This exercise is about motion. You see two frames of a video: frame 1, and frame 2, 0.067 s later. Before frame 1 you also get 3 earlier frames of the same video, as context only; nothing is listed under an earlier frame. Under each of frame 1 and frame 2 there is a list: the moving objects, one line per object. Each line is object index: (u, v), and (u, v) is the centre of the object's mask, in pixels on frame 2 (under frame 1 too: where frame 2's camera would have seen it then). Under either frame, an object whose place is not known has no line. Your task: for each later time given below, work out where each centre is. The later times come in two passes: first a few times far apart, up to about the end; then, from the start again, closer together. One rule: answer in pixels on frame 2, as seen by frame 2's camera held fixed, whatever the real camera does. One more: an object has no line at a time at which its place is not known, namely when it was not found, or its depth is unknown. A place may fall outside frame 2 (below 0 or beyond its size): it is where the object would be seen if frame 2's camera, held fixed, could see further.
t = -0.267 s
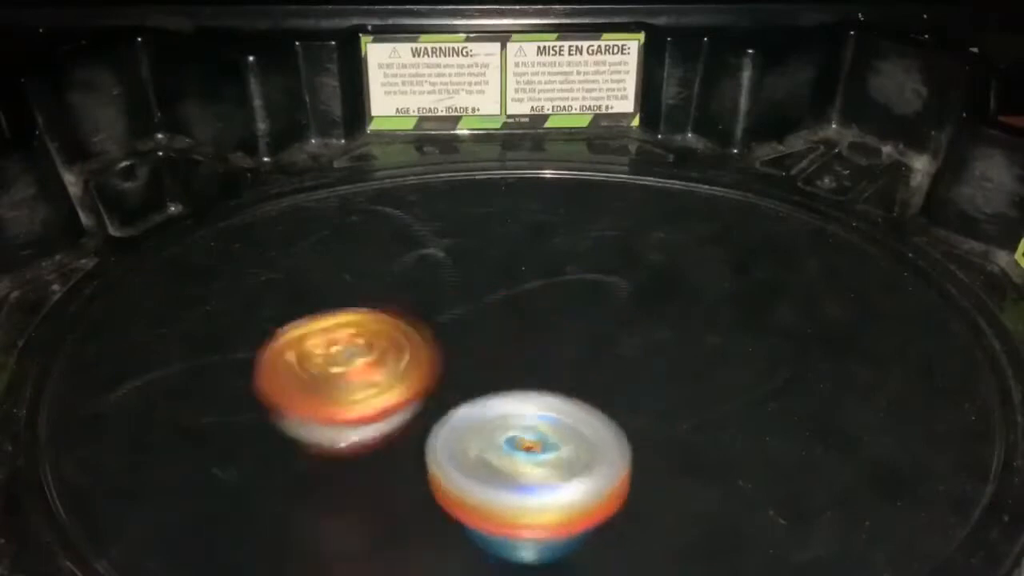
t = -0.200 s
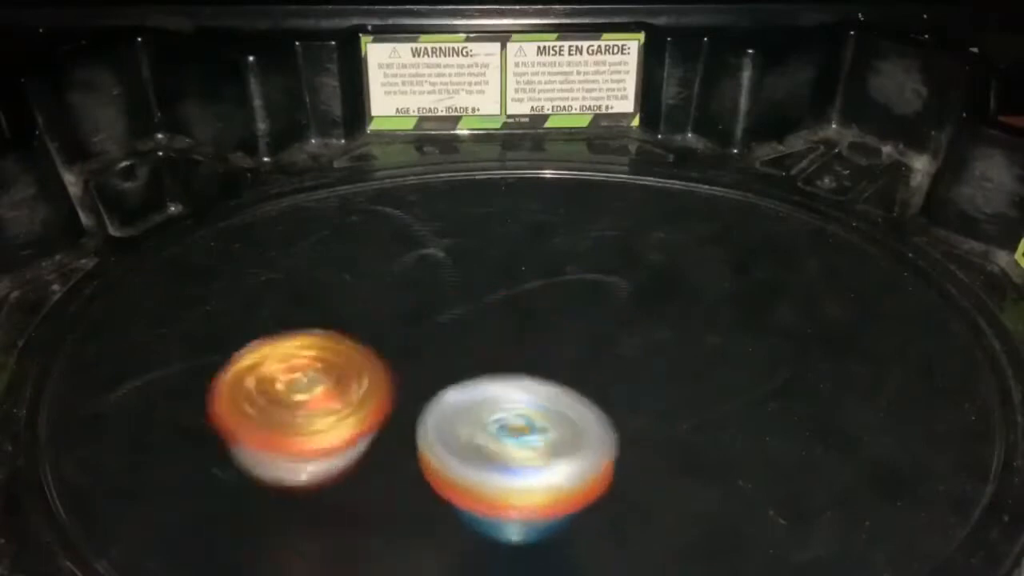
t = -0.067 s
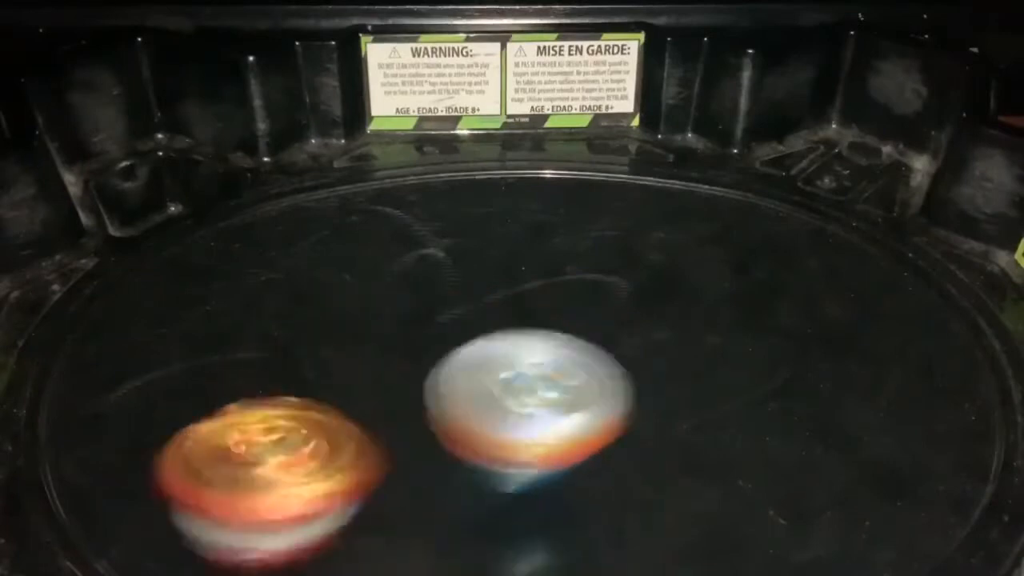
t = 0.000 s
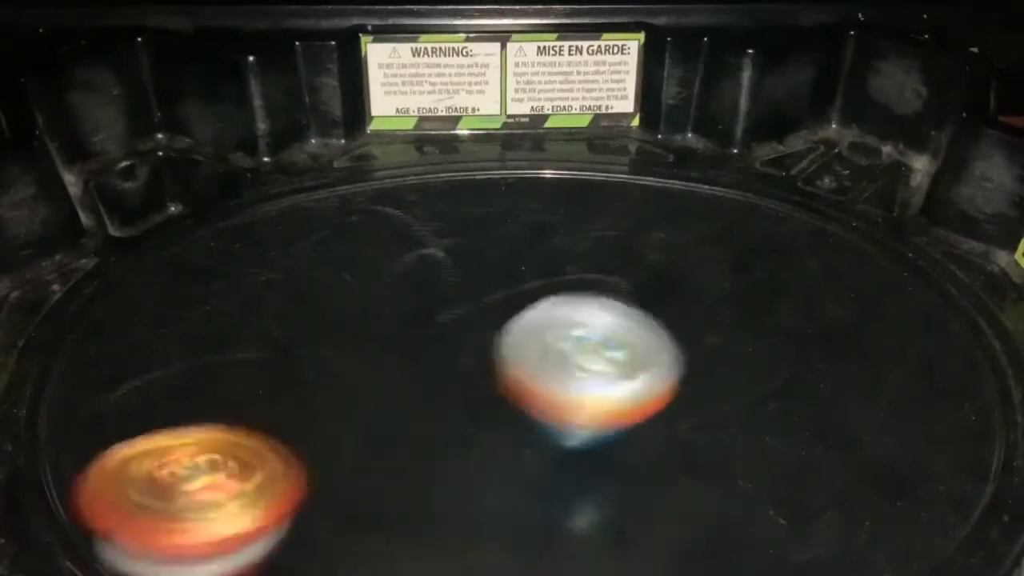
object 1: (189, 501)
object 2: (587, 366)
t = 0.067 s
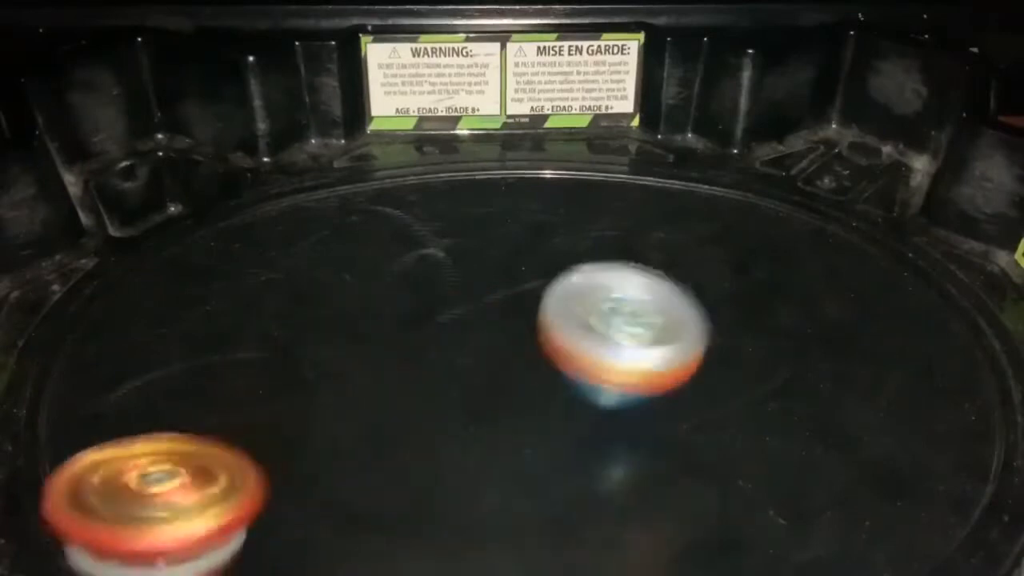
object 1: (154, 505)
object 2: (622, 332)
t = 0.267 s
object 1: (283, 436)
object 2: (612, 266)
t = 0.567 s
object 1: (437, 260)
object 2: (586, 221)
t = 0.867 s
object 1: (420, 196)
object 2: (663, 254)
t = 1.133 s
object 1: (509, 287)
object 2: (714, 335)
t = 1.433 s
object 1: (492, 353)
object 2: (791, 396)
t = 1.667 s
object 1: (509, 401)
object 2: (706, 418)
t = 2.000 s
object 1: (386, 372)
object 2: (575, 446)
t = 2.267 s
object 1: (325, 294)
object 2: (463, 420)
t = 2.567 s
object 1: (362, 236)
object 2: (395, 365)
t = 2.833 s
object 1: (511, 217)
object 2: (399, 330)
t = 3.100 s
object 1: (711, 285)
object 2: (439, 304)
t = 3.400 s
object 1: (790, 407)
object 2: (528, 281)
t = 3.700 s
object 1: (580, 476)
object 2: (618, 299)
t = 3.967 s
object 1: (365, 386)
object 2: (675, 339)
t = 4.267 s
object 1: (361, 261)
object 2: (657, 369)
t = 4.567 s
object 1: (508, 239)
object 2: (577, 380)
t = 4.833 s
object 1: (715, 263)
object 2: (436, 413)
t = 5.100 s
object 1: (728, 368)
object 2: (398, 397)
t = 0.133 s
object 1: (177, 494)
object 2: (632, 305)
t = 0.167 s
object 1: (197, 482)
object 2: (630, 293)
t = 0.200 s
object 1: (224, 468)
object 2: (625, 284)
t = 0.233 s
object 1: (252, 452)
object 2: (619, 275)
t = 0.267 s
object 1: (283, 436)
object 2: (612, 266)
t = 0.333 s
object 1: (341, 399)
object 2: (598, 252)
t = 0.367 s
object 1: (367, 379)
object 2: (591, 246)
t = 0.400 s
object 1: (390, 357)
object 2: (584, 240)
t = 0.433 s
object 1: (411, 335)
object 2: (576, 236)
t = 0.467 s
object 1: (429, 313)
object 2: (570, 232)
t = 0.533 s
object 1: (450, 274)
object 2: (567, 225)
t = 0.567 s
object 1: (437, 260)
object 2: (586, 221)
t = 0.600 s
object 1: (423, 245)
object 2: (605, 218)
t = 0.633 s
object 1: (413, 232)
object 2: (620, 219)
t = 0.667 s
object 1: (406, 220)
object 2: (631, 221)
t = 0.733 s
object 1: (400, 201)
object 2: (646, 228)
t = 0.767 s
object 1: (401, 196)
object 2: (652, 233)
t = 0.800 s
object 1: (406, 193)
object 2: (656, 239)
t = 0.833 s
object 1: (412, 193)
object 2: (660, 246)
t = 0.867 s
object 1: (420, 196)
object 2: (663, 254)
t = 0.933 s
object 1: (439, 213)
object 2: (666, 272)
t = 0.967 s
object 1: (449, 225)
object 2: (666, 281)
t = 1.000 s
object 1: (463, 239)
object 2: (668, 291)
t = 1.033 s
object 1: (479, 253)
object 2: (669, 300)
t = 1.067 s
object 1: (499, 270)
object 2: (671, 309)
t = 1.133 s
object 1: (509, 287)
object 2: (714, 335)
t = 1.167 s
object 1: (500, 293)
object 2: (739, 347)
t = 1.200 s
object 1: (493, 301)
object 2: (759, 358)
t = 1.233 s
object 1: (488, 308)
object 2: (773, 365)
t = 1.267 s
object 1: (484, 315)
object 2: (784, 373)
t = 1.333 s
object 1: (483, 330)
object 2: (793, 383)
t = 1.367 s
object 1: (486, 337)
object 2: (795, 387)
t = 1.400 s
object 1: (489, 344)
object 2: (794, 391)
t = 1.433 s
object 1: (492, 353)
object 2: (791, 396)
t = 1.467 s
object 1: (496, 362)
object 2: (785, 400)
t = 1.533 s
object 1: (502, 377)
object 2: (768, 407)
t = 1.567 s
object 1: (504, 384)
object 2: (755, 411)
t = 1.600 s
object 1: (507, 391)
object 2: (740, 413)
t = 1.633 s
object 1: (507, 395)
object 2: (725, 416)
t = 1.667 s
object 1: (509, 401)
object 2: (706, 418)
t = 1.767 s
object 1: (480, 397)
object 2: (675, 427)
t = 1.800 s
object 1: (462, 391)
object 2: (670, 431)
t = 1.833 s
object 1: (445, 387)
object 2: (658, 435)
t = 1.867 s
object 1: (430, 384)
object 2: (645, 439)
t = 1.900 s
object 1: (418, 382)
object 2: (629, 442)
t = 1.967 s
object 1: (394, 375)
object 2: (594, 445)
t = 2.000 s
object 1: (386, 372)
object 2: (575, 446)
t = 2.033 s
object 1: (379, 368)
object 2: (556, 444)
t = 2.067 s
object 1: (375, 365)
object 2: (539, 441)
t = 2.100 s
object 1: (374, 360)
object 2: (520, 438)
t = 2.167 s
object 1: (358, 335)
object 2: (499, 436)
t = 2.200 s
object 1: (345, 319)
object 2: (487, 433)
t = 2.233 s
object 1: (334, 306)
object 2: (475, 427)
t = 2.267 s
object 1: (325, 294)
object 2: (463, 420)
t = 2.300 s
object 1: (317, 281)
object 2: (452, 413)
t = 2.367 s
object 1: (312, 265)
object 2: (430, 396)
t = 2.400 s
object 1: (316, 259)
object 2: (420, 388)
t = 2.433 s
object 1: (322, 256)
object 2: (412, 379)
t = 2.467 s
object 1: (331, 254)
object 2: (404, 370)
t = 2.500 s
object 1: (341, 250)
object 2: (399, 367)
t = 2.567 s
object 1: (362, 236)
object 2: (395, 365)
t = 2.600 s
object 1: (375, 232)
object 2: (395, 360)
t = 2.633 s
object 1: (389, 226)
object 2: (396, 355)
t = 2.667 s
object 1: (405, 222)
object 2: (398, 348)
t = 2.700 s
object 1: (423, 220)
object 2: (400, 341)
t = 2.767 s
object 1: (462, 221)
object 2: (406, 327)
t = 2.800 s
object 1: (482, 221)
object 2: (404, 327)
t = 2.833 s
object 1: (511, 217)
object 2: (399, 330)
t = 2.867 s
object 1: (538, 216)
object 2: (398, 332)
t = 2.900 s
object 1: (564, 220)
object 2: (399, 332)
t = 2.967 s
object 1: (617, 238)
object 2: (409, 326)
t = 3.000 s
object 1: (642, 248)
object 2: (416, 320)
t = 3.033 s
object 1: (665, 260)
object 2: (423, 315)
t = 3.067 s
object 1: (688, 272)
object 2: (430, 309)
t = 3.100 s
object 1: (711, 285)
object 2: (439, 304)
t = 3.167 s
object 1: (747, 310)
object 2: (458, 295)
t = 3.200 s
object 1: (765, 325)
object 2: (468, 292)
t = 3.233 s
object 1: (775, 338)
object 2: (478, 289)
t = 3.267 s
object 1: (784, 351)
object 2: (487, 286)
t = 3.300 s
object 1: (792, 367)
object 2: (497, 284)
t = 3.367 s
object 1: (794, 392)
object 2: (518, 281)
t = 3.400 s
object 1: (790, 407)
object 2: (528, 281)
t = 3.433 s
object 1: (783, 420)
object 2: (539, 282)
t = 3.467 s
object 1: (774, 432)
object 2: (549, 282)
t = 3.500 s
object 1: (757, 444)
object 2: (560, 283)
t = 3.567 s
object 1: (714, 464)
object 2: (580, 287)
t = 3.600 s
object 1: (683, 472)
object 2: (591, 289)
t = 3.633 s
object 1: (650, 476)
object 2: (600, 292)
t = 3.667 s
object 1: (617, 477)
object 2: (609, 296)
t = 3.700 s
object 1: (580, 476)
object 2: (618, 299)
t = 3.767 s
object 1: (511, 467)
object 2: (635, 308)
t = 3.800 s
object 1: (478, 458)
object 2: (643, 313)
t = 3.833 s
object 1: (447, 446)
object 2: (651, 318)
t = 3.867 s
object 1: (422, 432)
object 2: (658, 323)
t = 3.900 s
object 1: (401, 419)
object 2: (664, 329)
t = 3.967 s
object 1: (365, 386)
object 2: (675, 339)
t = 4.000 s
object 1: (354, 371)
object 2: (679, 345)
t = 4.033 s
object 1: (344, 355)
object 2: (681, 349)
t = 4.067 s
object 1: (339, 337)
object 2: (681, 353)
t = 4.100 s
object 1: (338, 323)
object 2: (679, 357)
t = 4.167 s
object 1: (340, 294)
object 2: (672, 363)
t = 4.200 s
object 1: (344, 281)
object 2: (668, 365)
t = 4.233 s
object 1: (351, 270)
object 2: (663, 368)
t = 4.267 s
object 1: (361, 261)
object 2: (657, 369)
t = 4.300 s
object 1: (369, 252)
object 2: (650, 371)
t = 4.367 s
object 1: (397, 238)
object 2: (635, 375)
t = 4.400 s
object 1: (412, 233)
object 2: (626, 376)
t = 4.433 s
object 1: (429, 230)
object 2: (617, 377)
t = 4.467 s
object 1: (448, 229)
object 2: (606, 378)
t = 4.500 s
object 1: (465, 230)
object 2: (596, 379)
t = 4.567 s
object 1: (508, 239)
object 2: (577, 380)
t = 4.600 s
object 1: (527, 246)
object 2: (566, 379)
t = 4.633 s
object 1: (548, 253)
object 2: (556, 379)
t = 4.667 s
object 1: (570, 261)
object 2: (545, 378)
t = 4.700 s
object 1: (595, 270)
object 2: (526, 382)
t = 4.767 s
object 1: (660, 263)
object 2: (473, 406)
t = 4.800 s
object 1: (691, 261)
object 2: (452, 411)
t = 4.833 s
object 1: (715, 263)
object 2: (436, 413)
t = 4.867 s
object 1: (730, 271)
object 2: (423, 413)
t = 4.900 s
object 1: (739, 280)
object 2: (414, 412)
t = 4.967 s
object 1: (748, 305)
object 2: (402, 408)
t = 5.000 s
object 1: (748, 321)
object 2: (399, 406)
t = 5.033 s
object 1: (745, 337)
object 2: (398, 403)
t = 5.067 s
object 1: (738, 352)
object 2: (398, 400)
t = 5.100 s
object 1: (728, 368)
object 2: (398, 397)
